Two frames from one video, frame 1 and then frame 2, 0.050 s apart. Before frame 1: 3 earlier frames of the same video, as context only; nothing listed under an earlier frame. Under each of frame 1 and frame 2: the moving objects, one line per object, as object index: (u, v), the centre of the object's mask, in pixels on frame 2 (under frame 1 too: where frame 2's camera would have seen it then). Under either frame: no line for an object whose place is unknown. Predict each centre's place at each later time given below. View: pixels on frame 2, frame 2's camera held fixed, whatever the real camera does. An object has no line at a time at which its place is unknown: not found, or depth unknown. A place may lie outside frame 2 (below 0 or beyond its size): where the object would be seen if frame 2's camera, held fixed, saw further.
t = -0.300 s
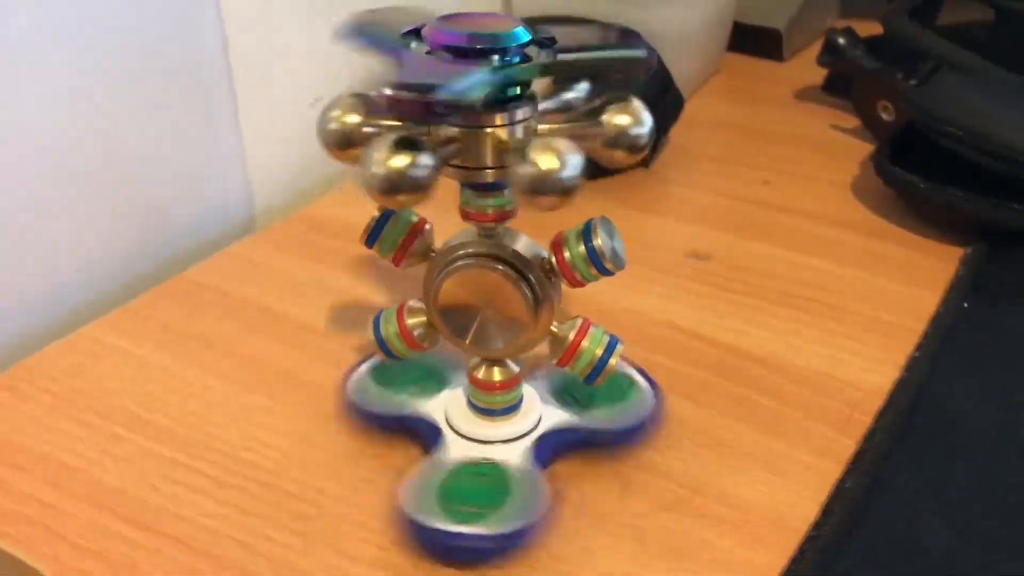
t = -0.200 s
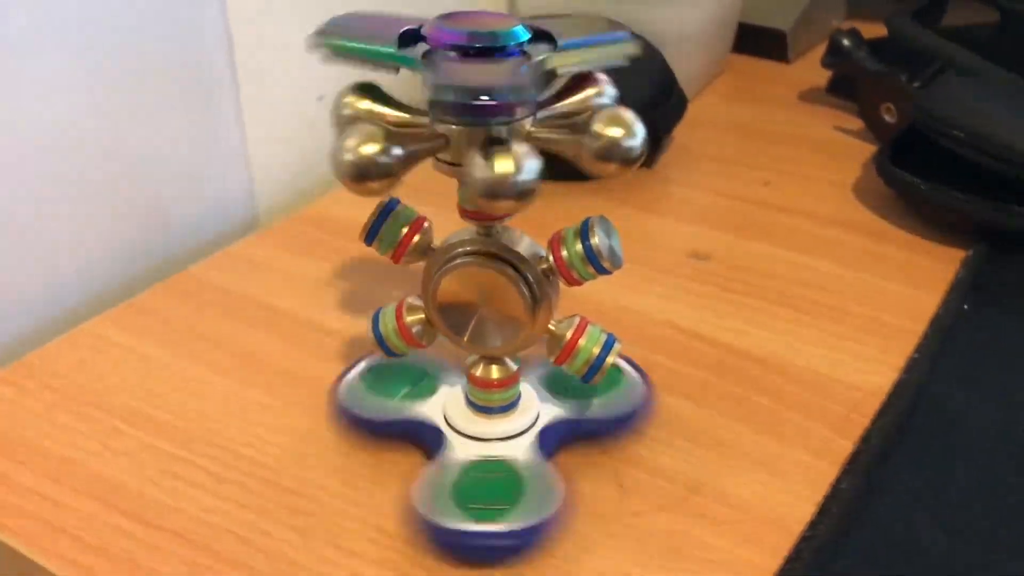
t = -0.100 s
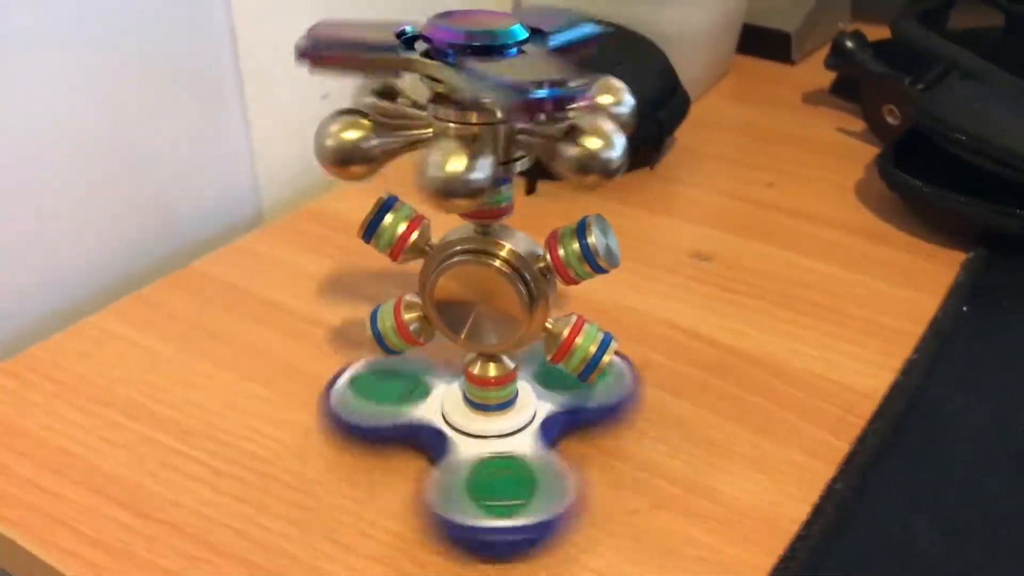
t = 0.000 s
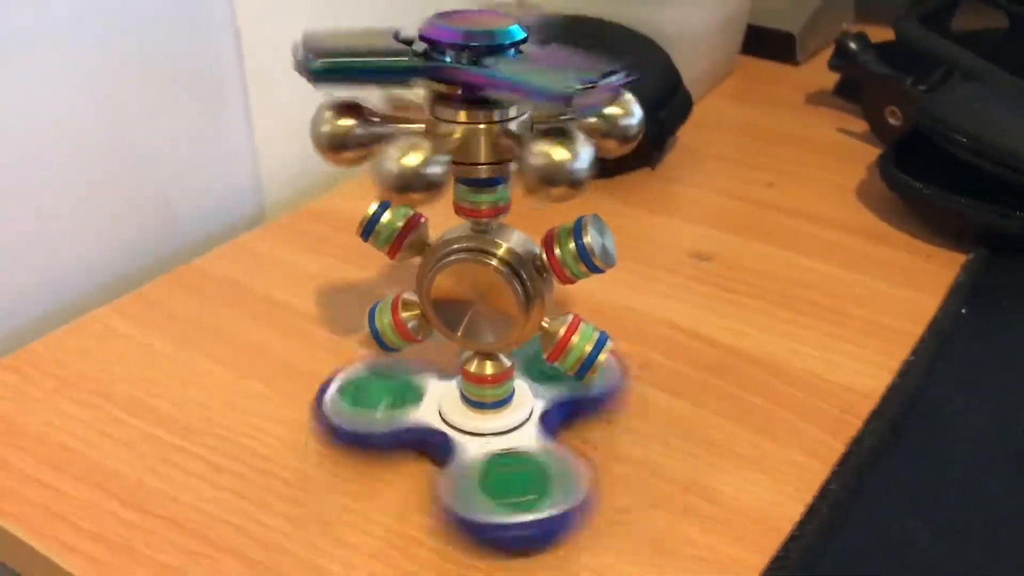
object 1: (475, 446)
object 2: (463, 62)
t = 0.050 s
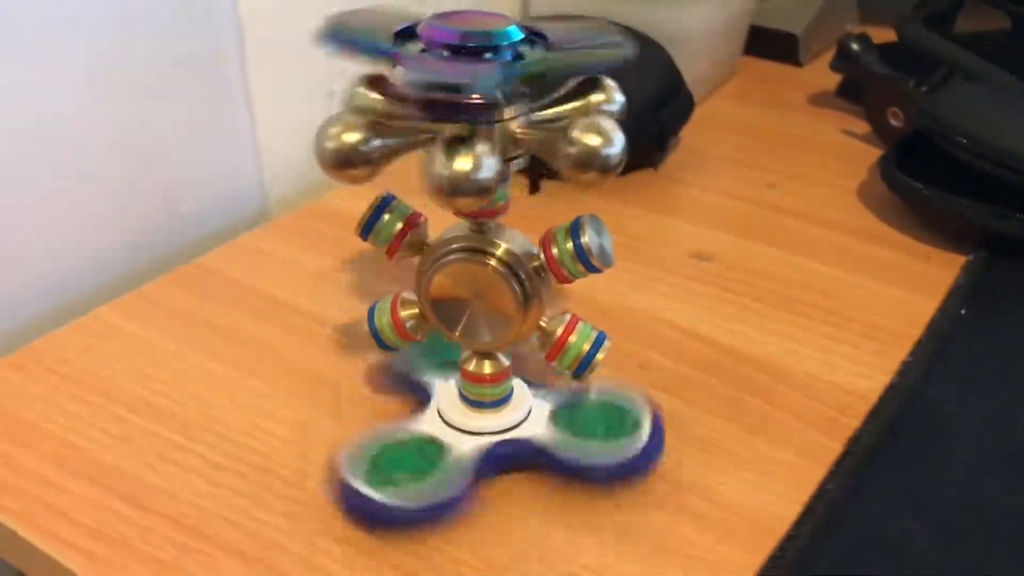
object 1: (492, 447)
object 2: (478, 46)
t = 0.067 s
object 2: (481, 47)
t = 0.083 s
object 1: (481, 449)
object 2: (470, 58)
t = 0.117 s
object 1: (475, 443)
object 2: (458, 59)
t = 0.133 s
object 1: (481, 450)
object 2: (454, 53)
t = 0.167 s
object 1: (487, 446)
